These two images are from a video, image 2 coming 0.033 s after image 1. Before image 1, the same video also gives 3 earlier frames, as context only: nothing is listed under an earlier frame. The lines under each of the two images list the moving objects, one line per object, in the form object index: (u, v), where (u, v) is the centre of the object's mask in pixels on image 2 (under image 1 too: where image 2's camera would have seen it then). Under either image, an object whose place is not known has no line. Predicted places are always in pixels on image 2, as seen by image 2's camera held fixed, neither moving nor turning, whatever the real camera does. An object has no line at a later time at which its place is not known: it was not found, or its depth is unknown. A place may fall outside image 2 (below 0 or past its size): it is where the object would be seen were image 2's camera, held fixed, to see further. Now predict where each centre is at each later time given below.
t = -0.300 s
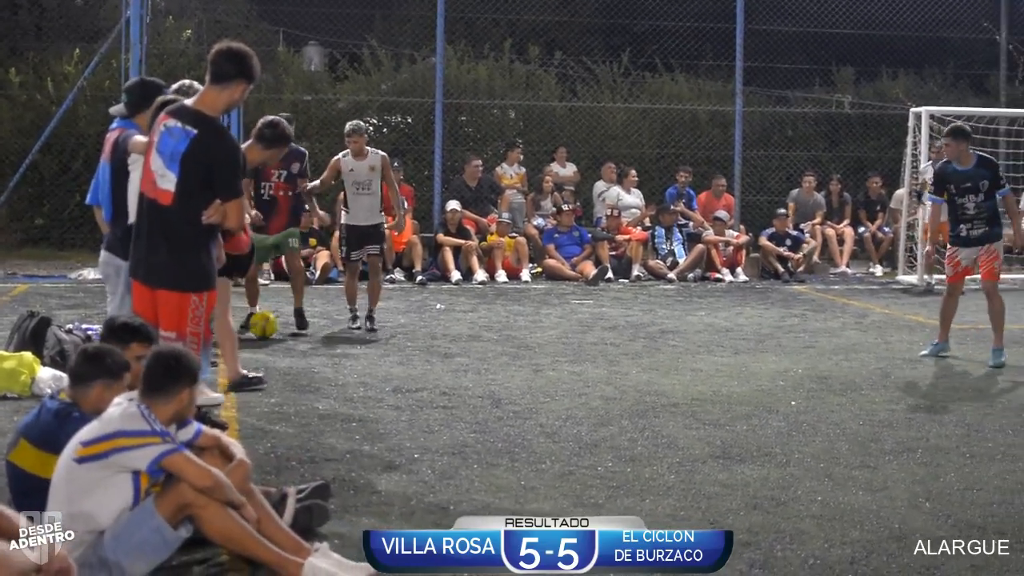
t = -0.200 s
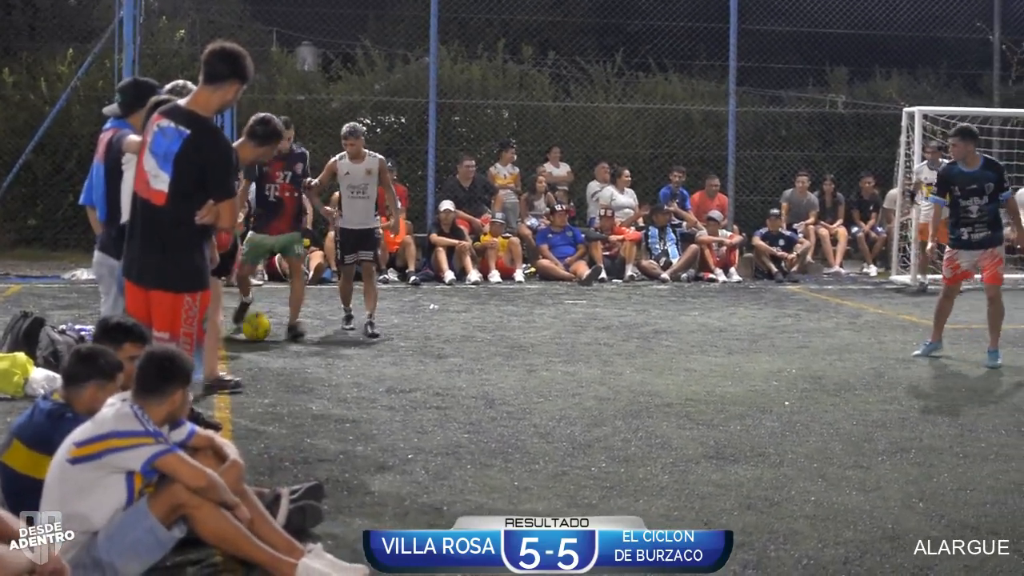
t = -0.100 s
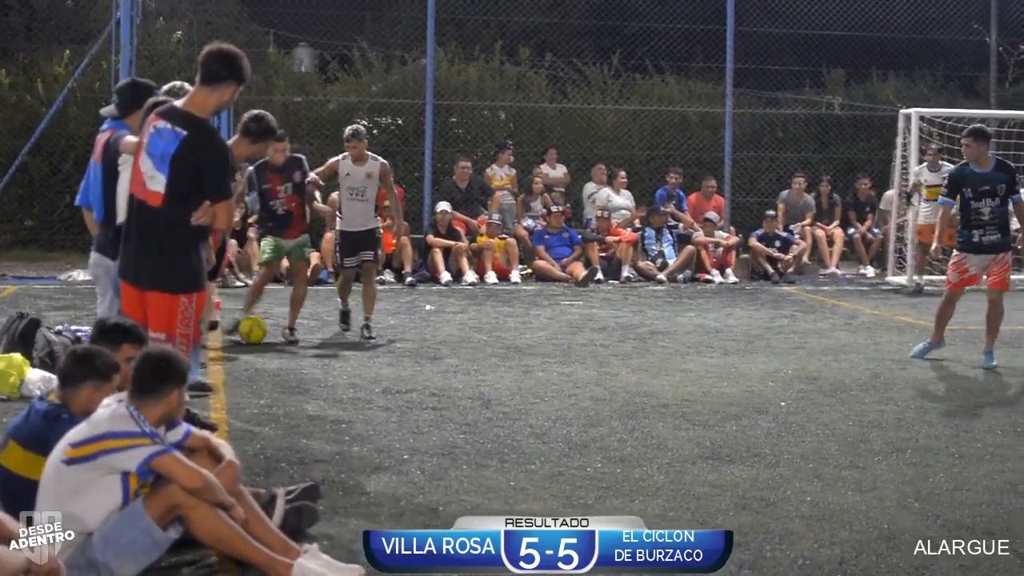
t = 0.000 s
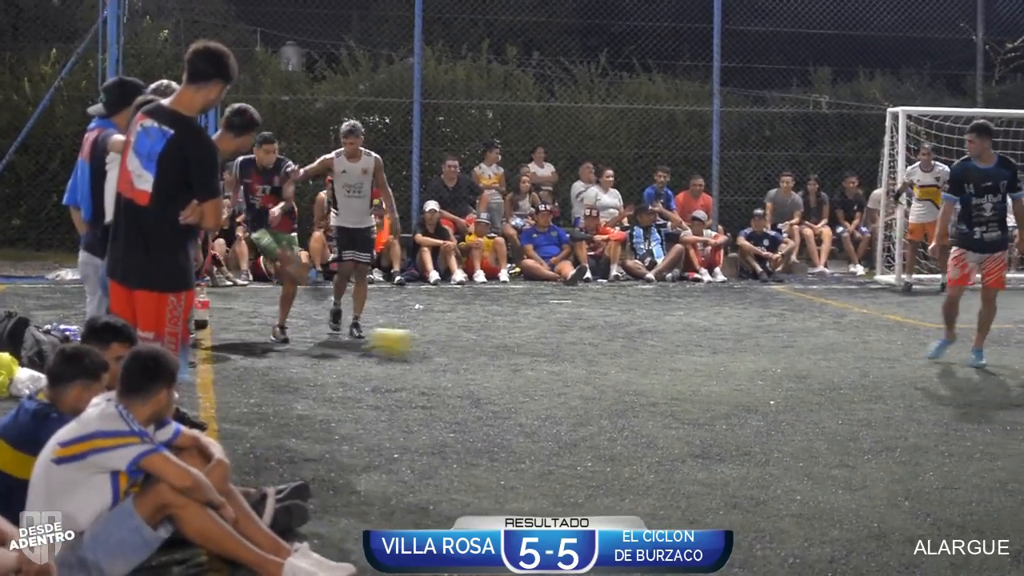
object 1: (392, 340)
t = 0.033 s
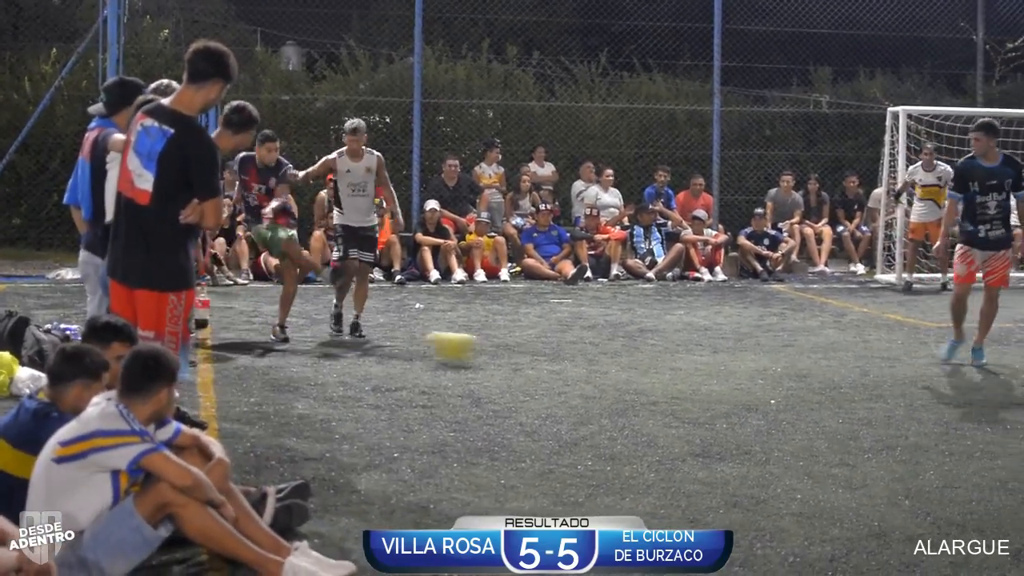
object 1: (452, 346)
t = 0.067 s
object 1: (512, 353)
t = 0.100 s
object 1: (574, 359)
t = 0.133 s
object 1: (636, 363)
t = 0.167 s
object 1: (703, 370)
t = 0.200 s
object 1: (772, 378)
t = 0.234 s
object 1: (836, 381)
